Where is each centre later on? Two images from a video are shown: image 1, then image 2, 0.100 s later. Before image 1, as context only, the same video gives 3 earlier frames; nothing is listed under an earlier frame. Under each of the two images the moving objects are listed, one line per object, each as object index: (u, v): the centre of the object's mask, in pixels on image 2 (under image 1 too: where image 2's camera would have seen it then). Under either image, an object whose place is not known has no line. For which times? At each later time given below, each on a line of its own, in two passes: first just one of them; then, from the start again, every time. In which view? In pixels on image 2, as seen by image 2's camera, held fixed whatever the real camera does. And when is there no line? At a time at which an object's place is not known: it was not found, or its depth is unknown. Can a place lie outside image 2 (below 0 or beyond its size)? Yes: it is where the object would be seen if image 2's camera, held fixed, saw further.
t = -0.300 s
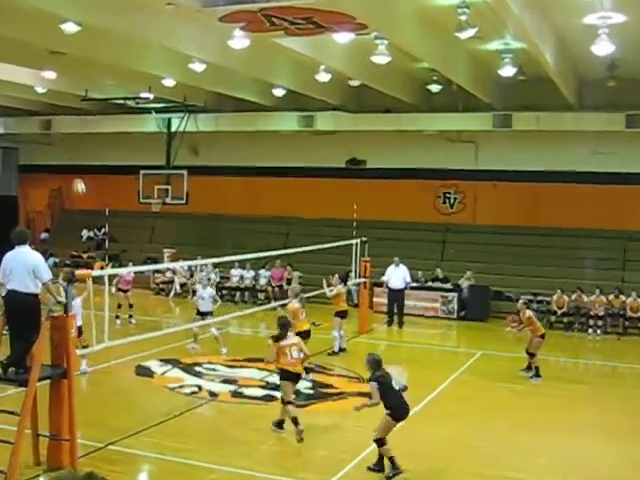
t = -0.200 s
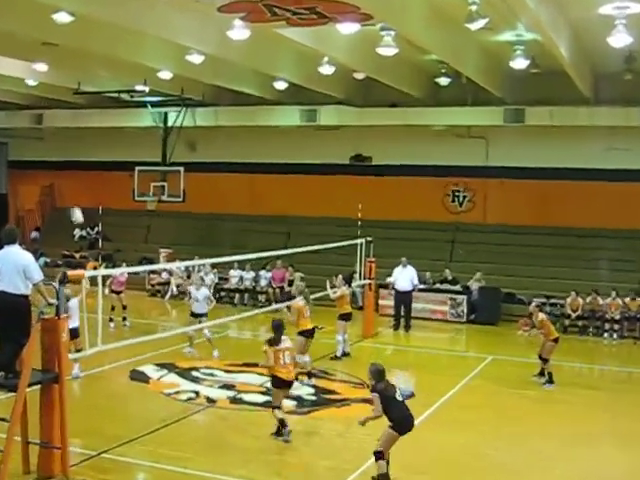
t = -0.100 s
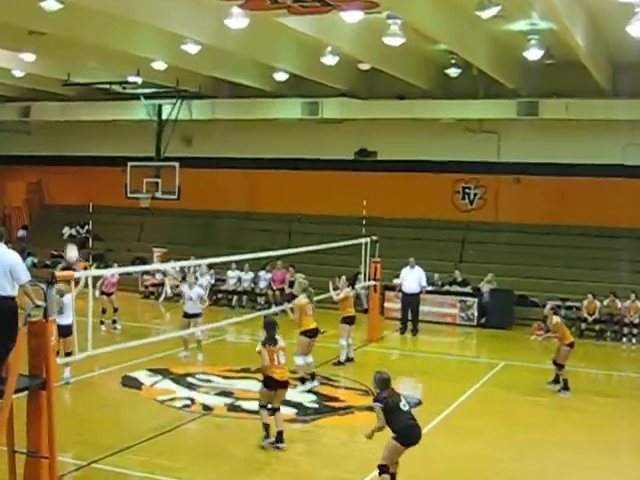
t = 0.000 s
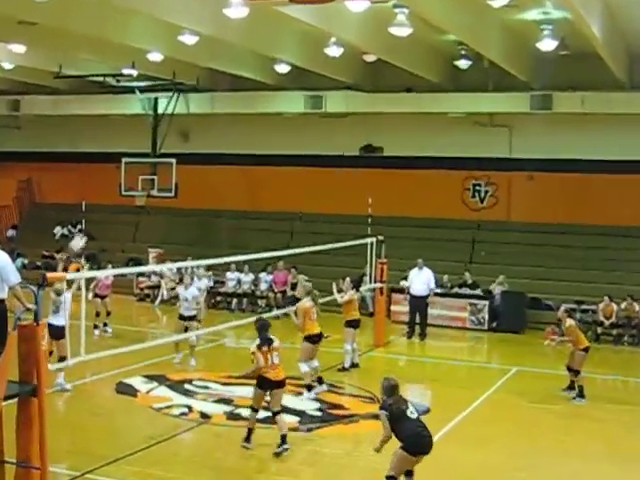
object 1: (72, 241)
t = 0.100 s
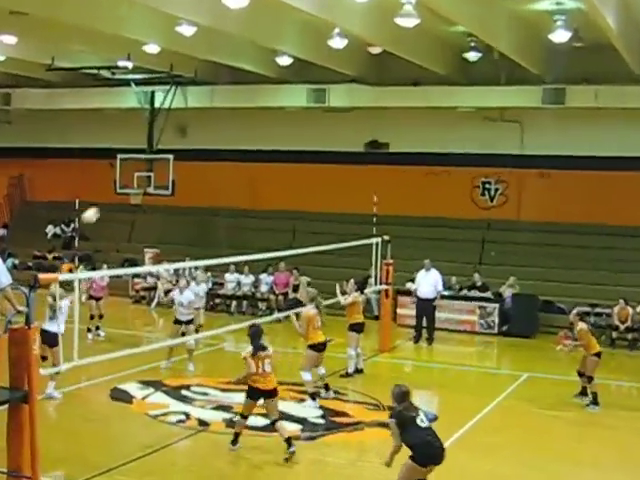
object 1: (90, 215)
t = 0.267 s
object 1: (121, 185)
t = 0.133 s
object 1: (96, 208)
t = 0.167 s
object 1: (102, 201)
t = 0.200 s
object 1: (108, 195)
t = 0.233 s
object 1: (114, 189)
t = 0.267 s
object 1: (121, 185)
